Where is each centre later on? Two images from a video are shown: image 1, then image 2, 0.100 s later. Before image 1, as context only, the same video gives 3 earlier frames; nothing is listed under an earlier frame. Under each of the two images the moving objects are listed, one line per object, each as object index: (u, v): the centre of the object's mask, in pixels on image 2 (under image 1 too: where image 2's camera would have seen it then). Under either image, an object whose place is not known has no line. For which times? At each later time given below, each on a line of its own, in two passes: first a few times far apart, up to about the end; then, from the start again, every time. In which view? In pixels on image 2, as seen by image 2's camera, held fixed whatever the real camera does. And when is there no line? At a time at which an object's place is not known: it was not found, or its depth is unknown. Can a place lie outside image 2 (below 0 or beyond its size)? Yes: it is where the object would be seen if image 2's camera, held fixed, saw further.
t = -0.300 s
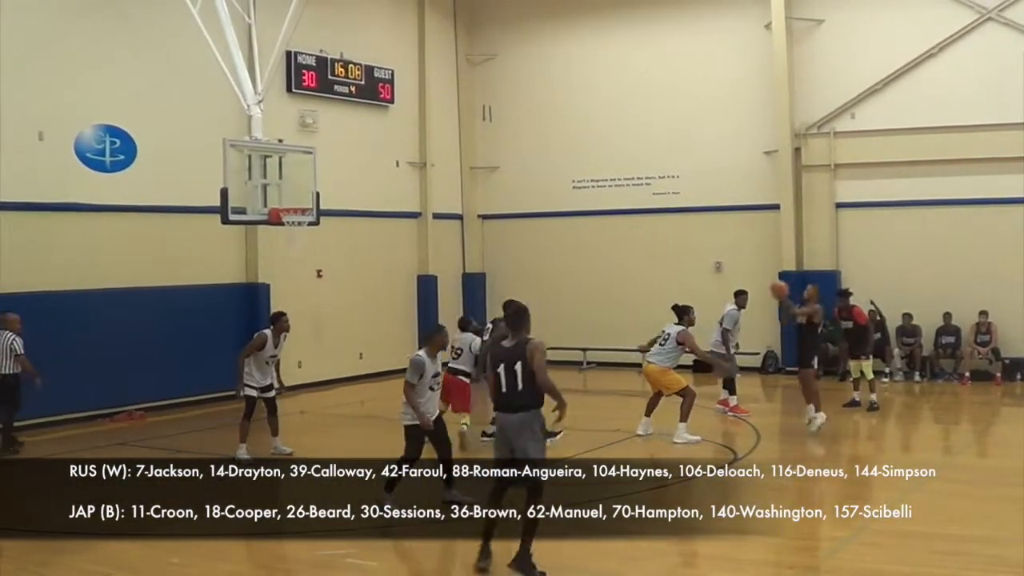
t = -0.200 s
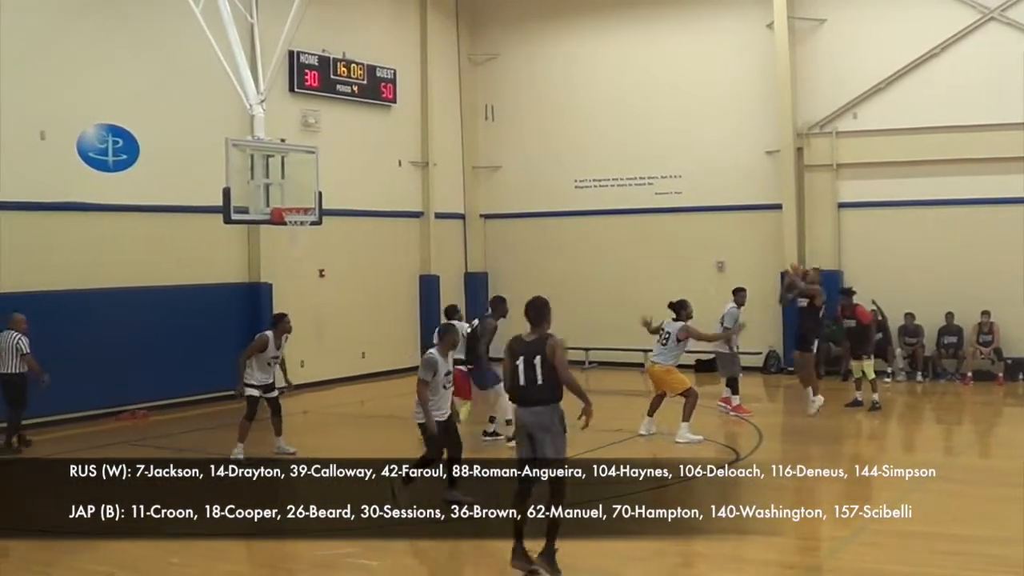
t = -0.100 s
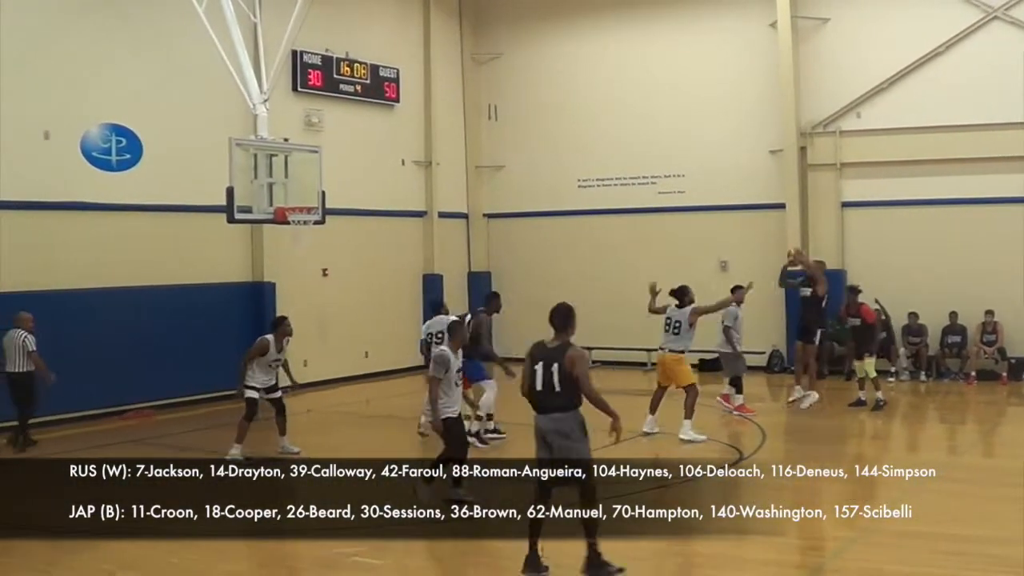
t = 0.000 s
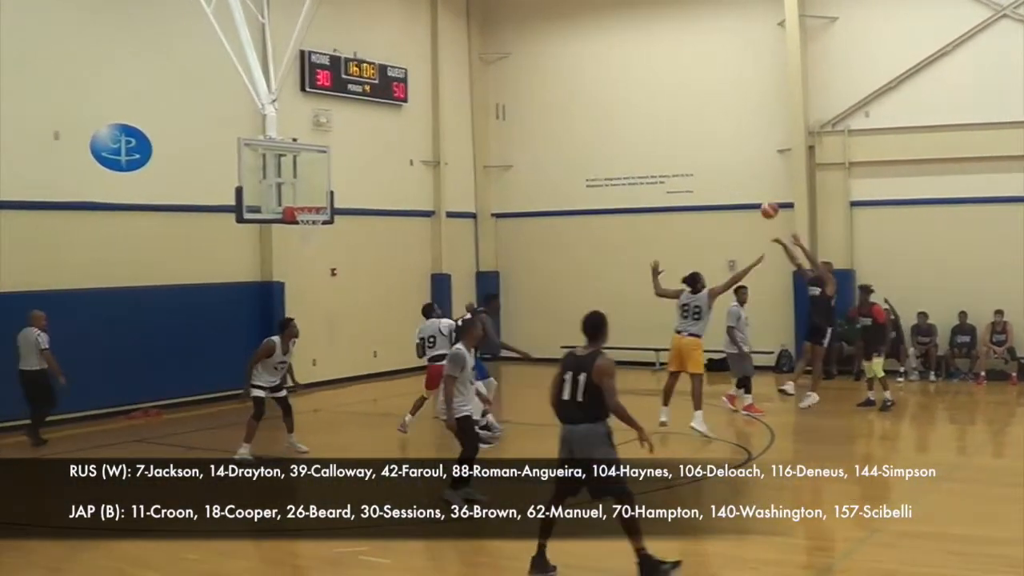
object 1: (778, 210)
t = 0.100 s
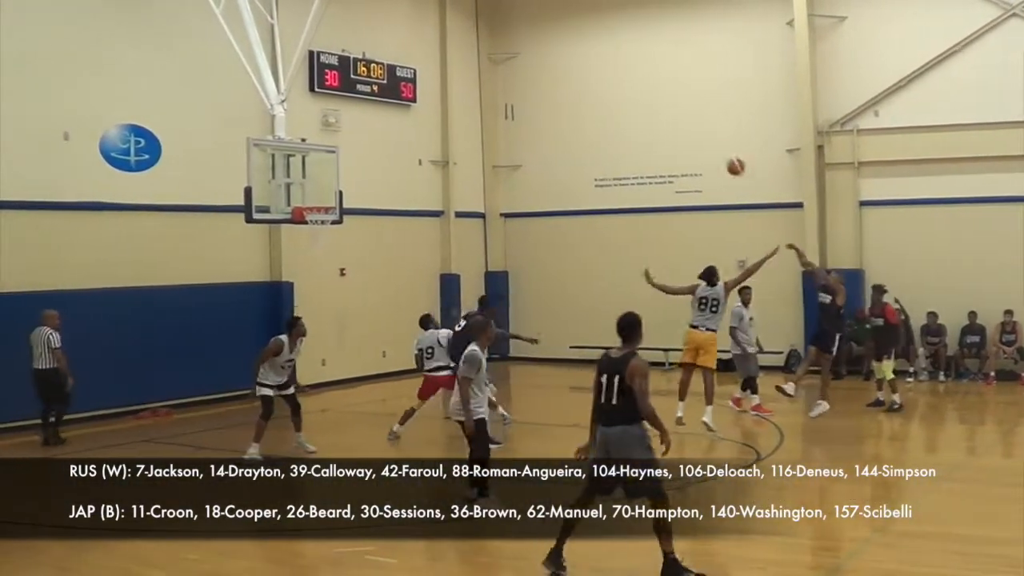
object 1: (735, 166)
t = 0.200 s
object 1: (693, 133)
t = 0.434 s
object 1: (600, 86)
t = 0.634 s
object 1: (523, 81)
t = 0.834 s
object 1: (448, 102)
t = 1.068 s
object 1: (366, 164)
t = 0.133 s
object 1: (721, 154)
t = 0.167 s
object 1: (707, 143)
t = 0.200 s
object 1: (693, 133)
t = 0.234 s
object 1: (680, 123)
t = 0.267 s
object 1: (666, 115)
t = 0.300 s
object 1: (653, 108)
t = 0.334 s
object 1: (639, 101)
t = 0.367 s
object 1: (626, 95)
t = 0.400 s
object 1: (612, 90)
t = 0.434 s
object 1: (600, 86)
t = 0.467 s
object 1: (586, 83)
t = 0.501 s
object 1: (573, 81)
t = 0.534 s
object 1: (560, 79)
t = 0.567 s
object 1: (547, 78)
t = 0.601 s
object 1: (535, 79)
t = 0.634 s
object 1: (523, 81)
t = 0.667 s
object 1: (510, 81)
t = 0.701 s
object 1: (498, 84)
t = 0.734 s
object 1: (485, 87)
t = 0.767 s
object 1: (472, 91)
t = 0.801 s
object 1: (460, 96)
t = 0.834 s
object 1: (448, 102)
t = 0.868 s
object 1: (436, 109)
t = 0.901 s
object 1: (424, 115)
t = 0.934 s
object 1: (412, 124)
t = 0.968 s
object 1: (401, 133)
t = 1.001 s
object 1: (389, 143)
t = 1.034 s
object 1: (378, 152)
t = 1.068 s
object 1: (366, 164)
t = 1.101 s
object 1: (355, 176)
